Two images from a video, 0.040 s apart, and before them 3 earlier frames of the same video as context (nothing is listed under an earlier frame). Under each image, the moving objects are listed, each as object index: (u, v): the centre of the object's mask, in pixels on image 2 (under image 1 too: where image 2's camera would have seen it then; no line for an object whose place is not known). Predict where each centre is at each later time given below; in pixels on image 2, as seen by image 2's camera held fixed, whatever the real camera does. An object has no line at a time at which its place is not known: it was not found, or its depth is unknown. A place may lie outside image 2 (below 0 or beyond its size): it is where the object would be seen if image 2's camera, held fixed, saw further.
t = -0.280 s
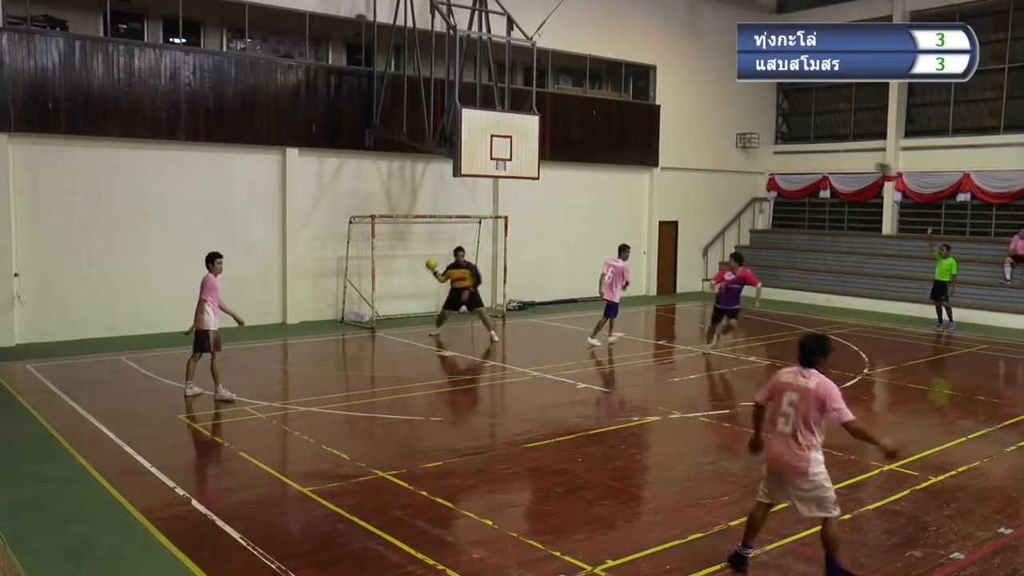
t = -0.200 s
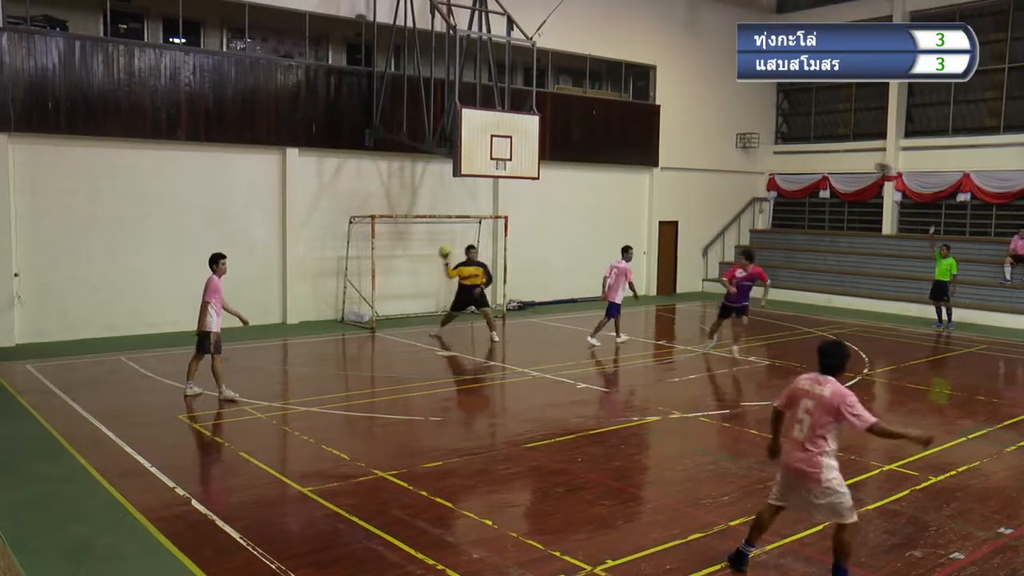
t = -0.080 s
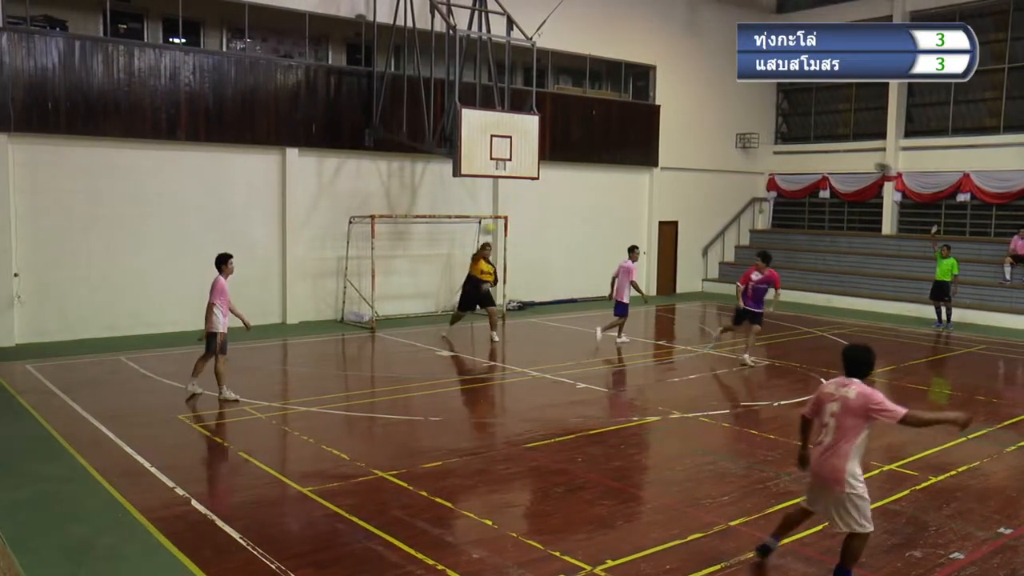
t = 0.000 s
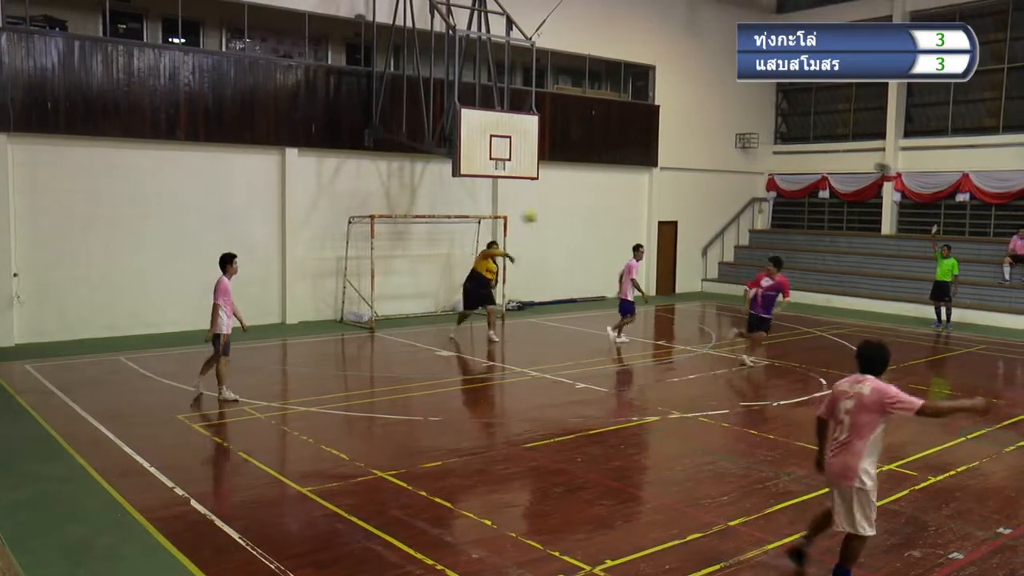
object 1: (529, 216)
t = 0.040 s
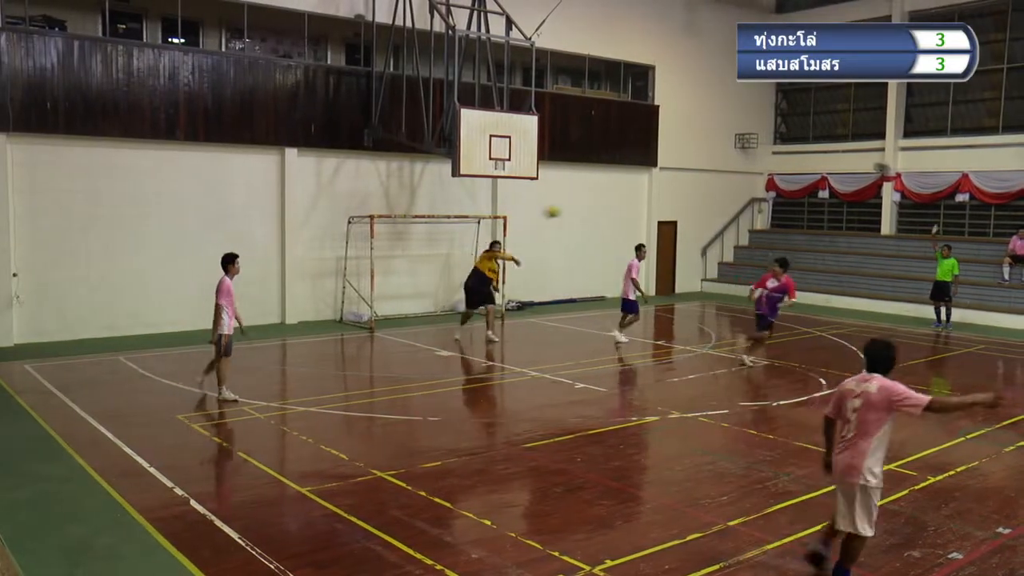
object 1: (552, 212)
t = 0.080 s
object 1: (576, 208)
